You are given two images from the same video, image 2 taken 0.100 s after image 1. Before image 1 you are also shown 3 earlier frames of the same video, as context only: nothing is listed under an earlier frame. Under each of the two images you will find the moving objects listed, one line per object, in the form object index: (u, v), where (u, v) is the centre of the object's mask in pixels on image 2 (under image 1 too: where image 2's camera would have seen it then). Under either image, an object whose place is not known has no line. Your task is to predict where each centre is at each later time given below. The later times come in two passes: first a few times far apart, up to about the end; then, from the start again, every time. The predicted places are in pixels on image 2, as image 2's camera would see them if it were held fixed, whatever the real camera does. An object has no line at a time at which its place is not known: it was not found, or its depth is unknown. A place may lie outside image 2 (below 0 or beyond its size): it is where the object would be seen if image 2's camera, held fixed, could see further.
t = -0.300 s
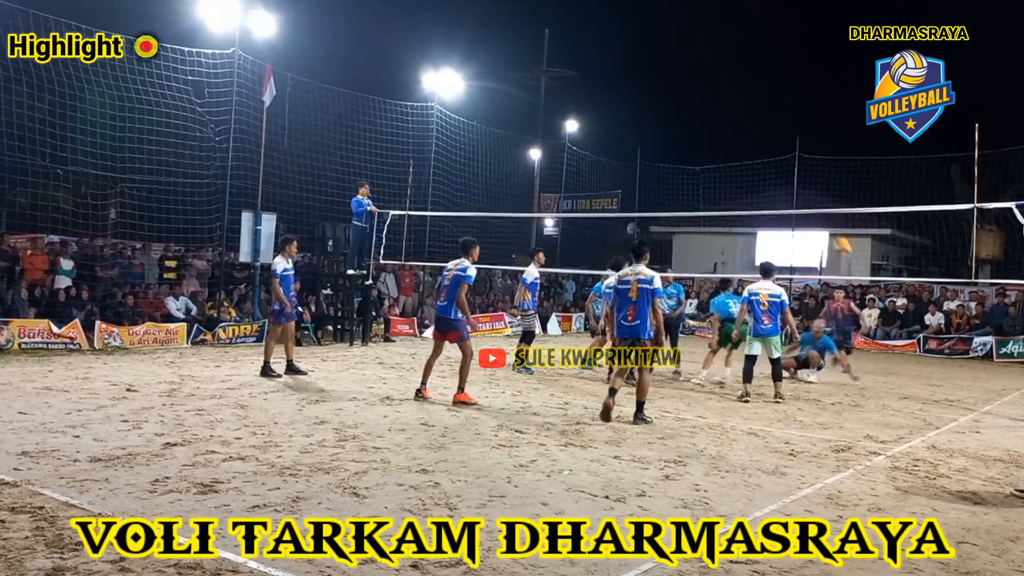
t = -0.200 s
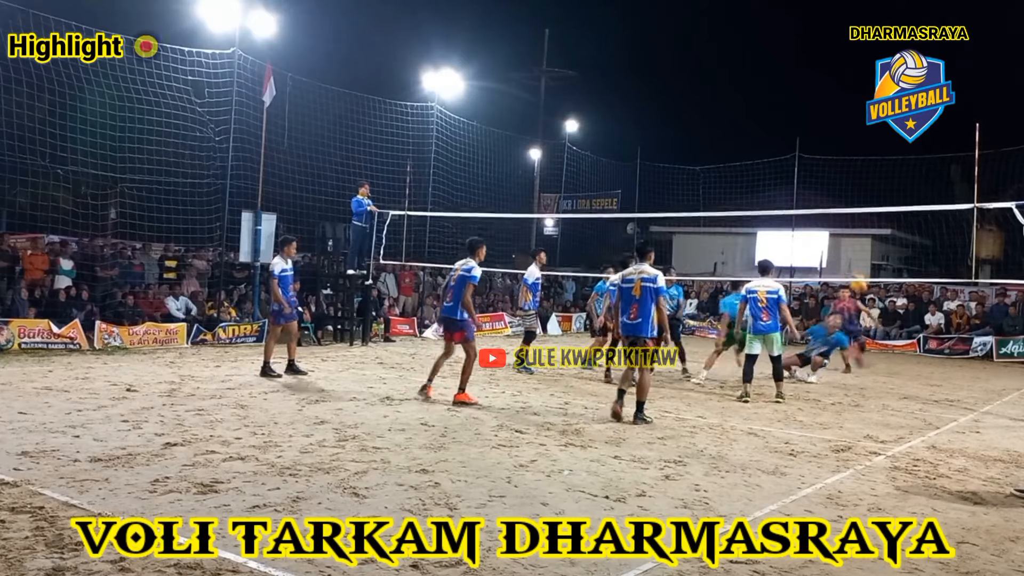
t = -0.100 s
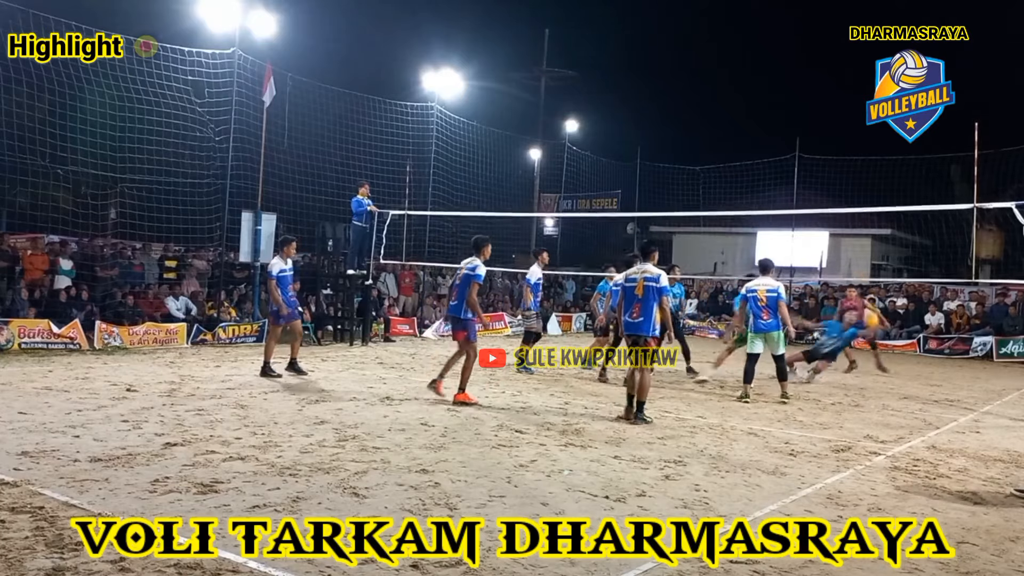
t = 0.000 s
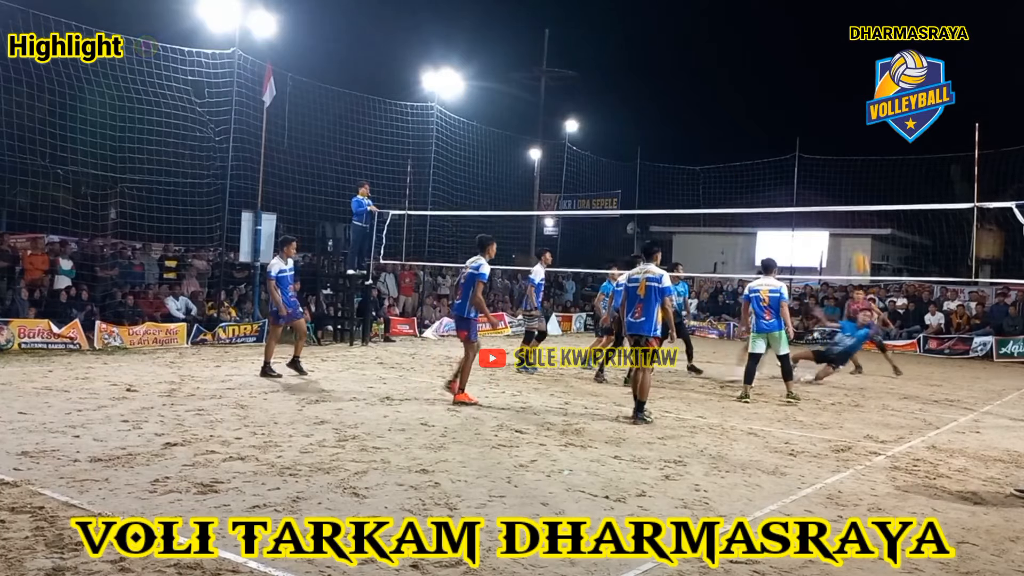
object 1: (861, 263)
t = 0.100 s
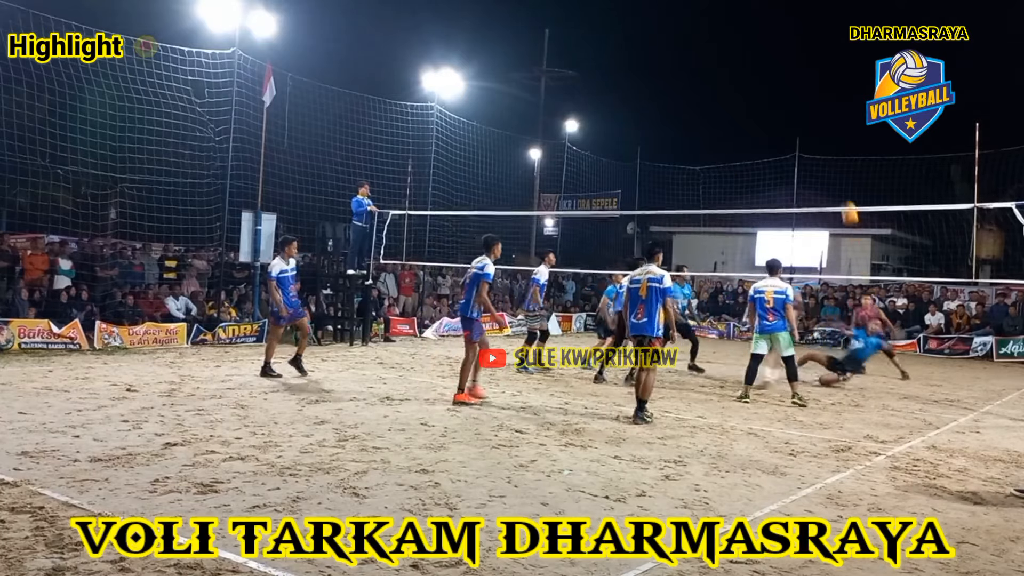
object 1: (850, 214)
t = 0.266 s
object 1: (830, 146)
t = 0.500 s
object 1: (803, 87)
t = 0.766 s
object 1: (773, 64)
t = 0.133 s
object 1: (845, 197)
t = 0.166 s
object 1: (841, 184)
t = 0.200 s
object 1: (838, 171)
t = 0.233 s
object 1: (834, 158)
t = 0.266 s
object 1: (830, 146)
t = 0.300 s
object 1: (826, 136)
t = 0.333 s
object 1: (822, 125)
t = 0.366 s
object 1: (818, 116)
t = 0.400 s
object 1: (814, 108)
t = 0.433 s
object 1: (811, 100)
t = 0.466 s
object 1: (807, 93)
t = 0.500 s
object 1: (803, 87)
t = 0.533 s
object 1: (800, 81)
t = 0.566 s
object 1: (796, 77)
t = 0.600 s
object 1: (792, 73)
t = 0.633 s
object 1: (788, 69)
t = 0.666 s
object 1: (784, 67)
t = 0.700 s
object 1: (781, 66)
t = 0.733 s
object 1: (777, 64)
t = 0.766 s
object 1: (773, 64)
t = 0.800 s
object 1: (769, 65)
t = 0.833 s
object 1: (765, 66)
